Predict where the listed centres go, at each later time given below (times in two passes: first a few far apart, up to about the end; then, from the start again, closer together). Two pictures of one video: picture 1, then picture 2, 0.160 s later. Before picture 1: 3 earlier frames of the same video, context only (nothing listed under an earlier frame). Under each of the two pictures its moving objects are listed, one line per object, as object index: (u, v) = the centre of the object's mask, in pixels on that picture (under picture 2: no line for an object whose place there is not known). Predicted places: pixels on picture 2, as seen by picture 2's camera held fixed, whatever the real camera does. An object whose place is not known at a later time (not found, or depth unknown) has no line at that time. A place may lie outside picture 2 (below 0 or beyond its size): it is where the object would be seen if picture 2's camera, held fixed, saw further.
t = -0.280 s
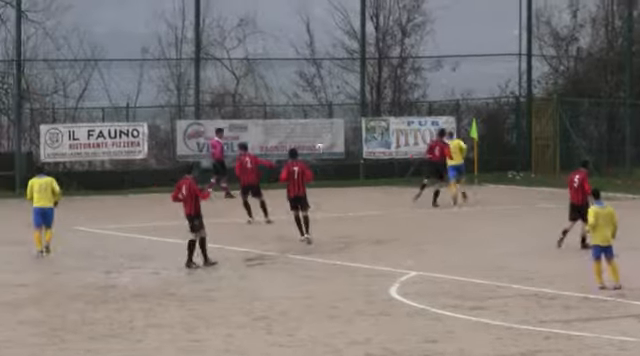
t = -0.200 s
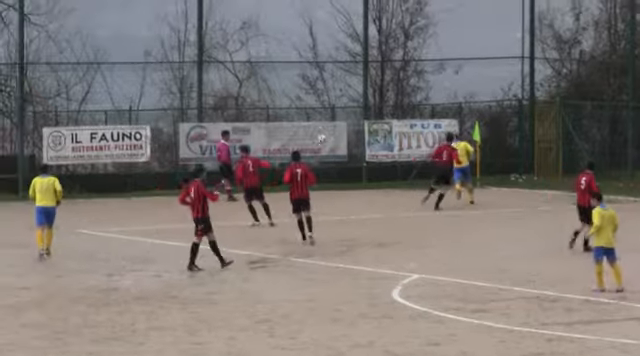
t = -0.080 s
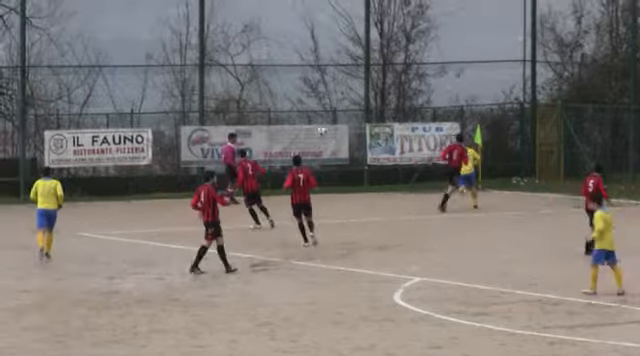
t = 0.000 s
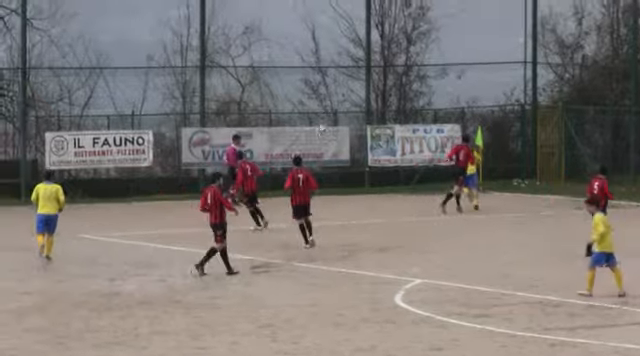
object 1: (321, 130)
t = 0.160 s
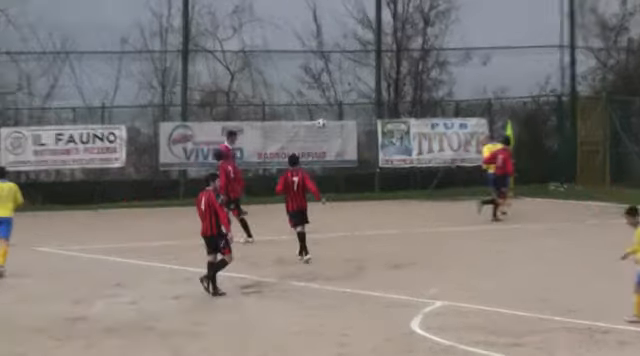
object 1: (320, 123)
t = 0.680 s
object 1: (359, 154)
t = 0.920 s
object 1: (376, 183)
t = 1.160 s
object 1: (392, 160)
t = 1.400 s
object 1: (410, 169)
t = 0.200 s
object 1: (320, 113)
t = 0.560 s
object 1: (349, 133)
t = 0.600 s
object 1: (352, 139)
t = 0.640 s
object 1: (355, 146)
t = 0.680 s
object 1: (359, 154)
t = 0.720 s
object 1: (361, 160)
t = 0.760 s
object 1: (365, 172)
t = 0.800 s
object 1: (367, 182)
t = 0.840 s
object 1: (370, 192)
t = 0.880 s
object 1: (373, 188)
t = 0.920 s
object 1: (376, 183)
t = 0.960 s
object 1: (379, 176)
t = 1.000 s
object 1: (382, 172)
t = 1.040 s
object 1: (384, 168)
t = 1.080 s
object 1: (386, 165)
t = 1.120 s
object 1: (389, 162)
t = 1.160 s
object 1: (392, 160)
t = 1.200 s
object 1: (395, 160)
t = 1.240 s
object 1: (398, 160)
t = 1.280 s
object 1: (402, 161)
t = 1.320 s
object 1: (404, 163)
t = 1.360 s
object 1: (406, 165)
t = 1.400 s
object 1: (410, 169)
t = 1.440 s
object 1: (412, 173)
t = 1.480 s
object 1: (416, 178)
